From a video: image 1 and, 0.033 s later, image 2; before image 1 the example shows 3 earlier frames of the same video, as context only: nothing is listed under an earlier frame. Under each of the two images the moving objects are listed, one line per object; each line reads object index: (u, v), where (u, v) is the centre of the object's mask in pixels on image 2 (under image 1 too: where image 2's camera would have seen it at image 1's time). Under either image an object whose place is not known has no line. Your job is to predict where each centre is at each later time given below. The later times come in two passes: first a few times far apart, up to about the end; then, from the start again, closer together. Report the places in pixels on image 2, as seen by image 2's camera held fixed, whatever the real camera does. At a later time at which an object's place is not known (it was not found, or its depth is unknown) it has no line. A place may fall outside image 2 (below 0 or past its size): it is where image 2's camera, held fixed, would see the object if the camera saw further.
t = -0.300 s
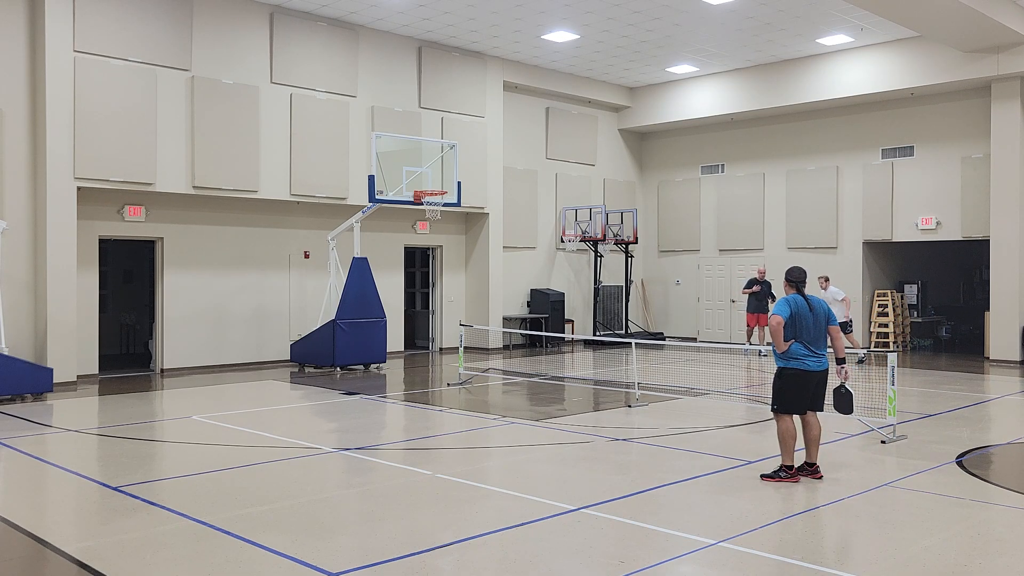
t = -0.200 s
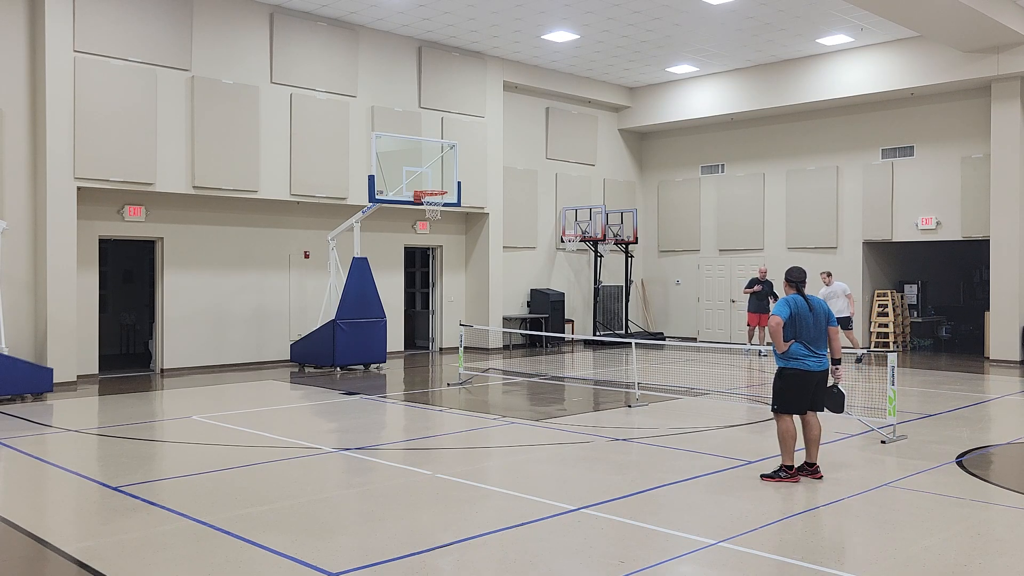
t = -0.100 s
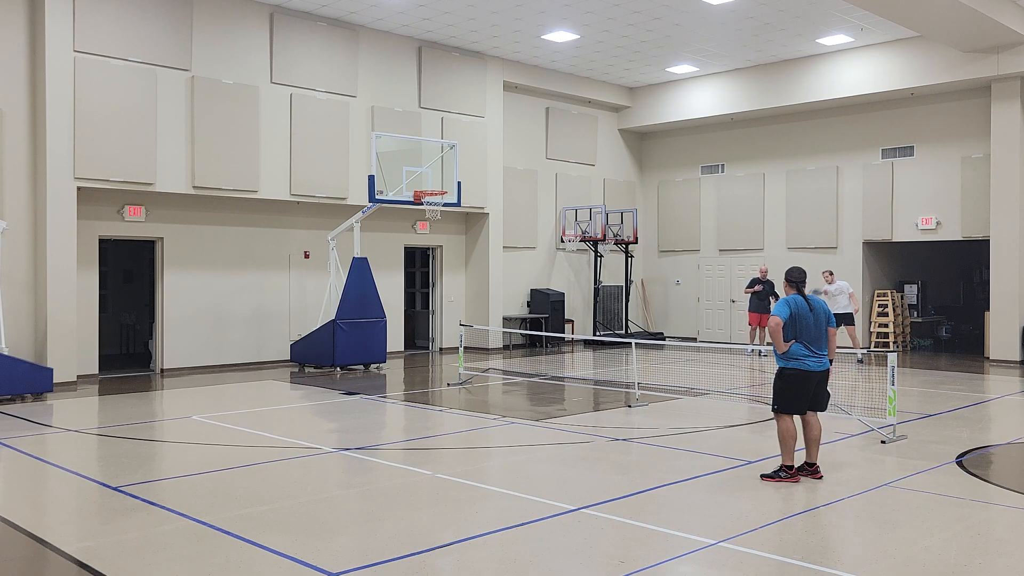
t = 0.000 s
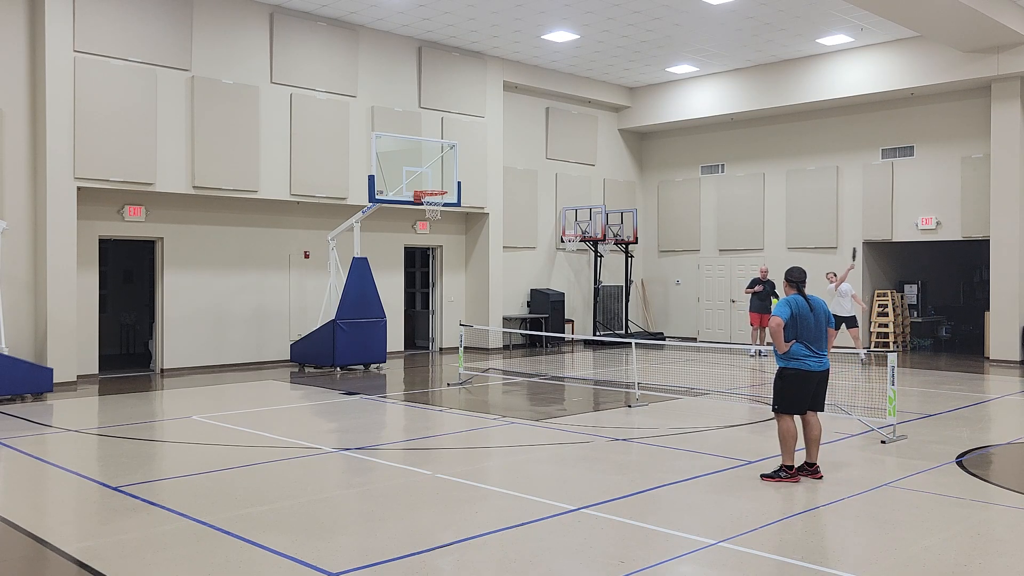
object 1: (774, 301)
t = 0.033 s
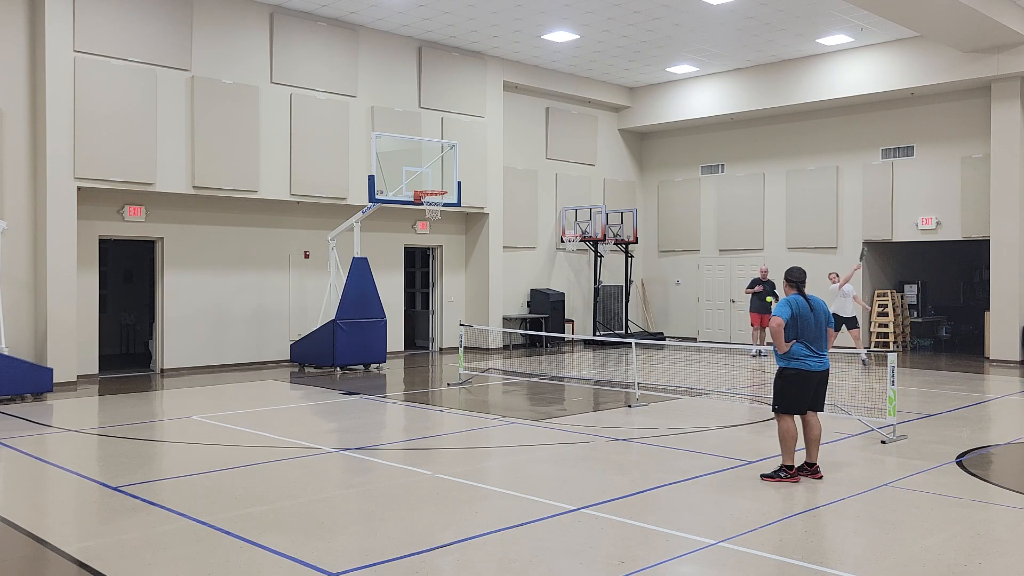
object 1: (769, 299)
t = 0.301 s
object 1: (700, 321)
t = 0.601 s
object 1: (550, 505)
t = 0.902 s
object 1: (327, 492)
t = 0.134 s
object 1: (748, 298)
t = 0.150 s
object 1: (743, 299)
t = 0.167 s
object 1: (739, 300)
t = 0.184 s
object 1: (735, 301)
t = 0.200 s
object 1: (731, 303)
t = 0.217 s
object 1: (726, 305)
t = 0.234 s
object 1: (721, 308)
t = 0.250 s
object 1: (716, 310)
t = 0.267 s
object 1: (711, 313)
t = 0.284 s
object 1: (705, 317)
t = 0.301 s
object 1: (700, 321)
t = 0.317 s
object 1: (694, 326)
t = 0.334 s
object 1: (688, 330)
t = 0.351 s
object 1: (682, 336)
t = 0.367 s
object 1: (676, 342)
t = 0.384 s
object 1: (669, 349)
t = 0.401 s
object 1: (661, 356)
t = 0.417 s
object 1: (655, 363)
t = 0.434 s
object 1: (647, 372)
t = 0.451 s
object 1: (639, 382)
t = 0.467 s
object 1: (630, 392)
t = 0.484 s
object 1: (622, 402)
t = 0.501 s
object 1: (613, 413)
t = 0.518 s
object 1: (604, 426)
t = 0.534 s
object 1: (594, 440)
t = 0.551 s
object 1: (584, 453)
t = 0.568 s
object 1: (574, 469)
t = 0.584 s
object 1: (562, 485)
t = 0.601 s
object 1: (550, 505)
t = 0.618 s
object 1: (541, 507)
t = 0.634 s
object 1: (531, 502)
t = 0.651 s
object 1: (522, 498)
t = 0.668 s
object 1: (513, 494)
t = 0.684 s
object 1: (502, 491)
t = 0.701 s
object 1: (491, 487)
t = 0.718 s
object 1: (481, 485)
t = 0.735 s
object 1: (470, 482)
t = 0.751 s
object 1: (458, 480)
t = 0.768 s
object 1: (446, 479)
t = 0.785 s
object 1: (433, 478)
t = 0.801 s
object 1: (421, 477)
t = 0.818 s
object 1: (407, 478)
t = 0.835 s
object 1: (392, 480)
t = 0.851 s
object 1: (377, 482)
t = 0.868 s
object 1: (361, 484)
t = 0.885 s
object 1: (345, 487)
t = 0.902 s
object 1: (327, 492)
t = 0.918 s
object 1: (309, 497)
